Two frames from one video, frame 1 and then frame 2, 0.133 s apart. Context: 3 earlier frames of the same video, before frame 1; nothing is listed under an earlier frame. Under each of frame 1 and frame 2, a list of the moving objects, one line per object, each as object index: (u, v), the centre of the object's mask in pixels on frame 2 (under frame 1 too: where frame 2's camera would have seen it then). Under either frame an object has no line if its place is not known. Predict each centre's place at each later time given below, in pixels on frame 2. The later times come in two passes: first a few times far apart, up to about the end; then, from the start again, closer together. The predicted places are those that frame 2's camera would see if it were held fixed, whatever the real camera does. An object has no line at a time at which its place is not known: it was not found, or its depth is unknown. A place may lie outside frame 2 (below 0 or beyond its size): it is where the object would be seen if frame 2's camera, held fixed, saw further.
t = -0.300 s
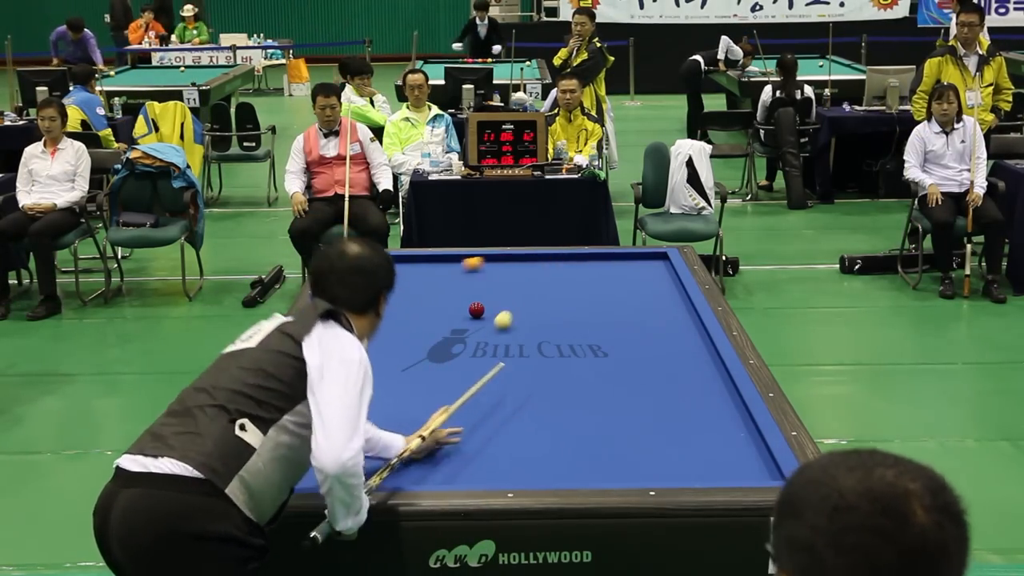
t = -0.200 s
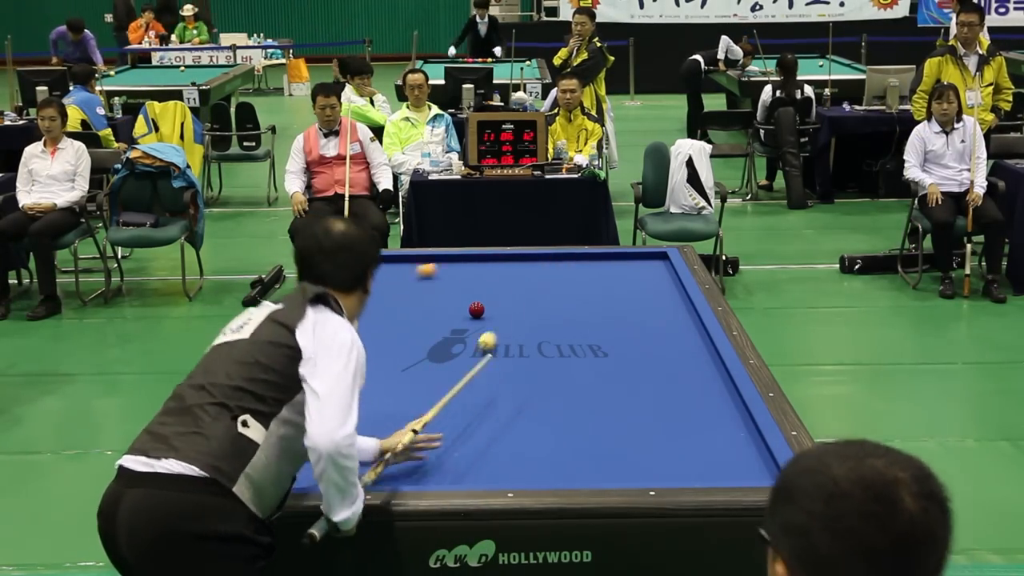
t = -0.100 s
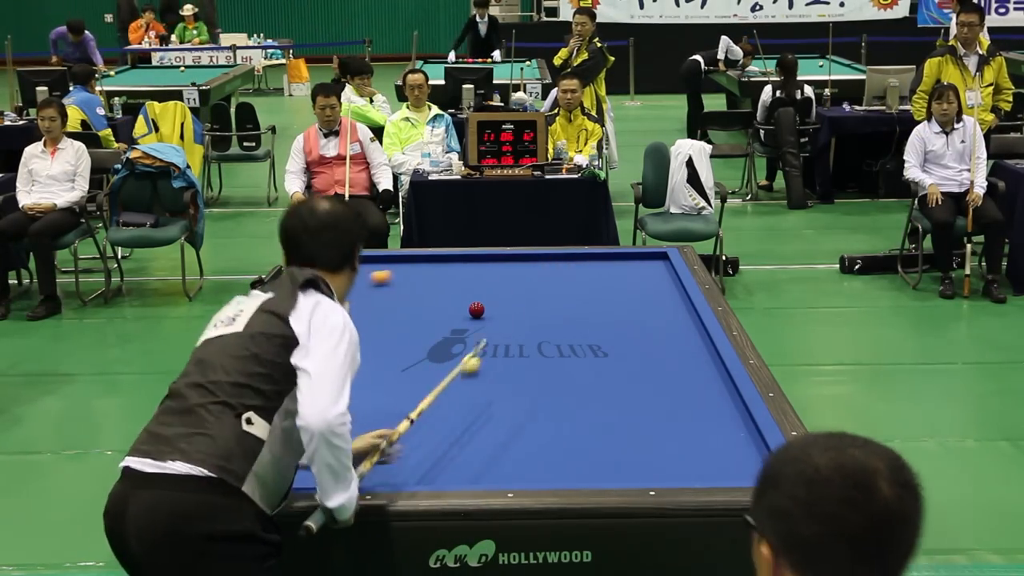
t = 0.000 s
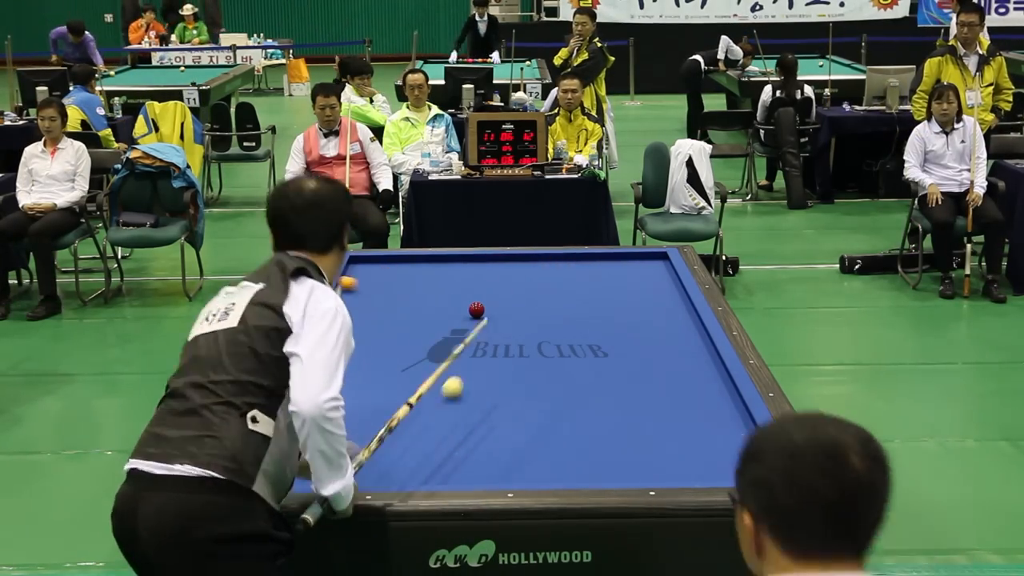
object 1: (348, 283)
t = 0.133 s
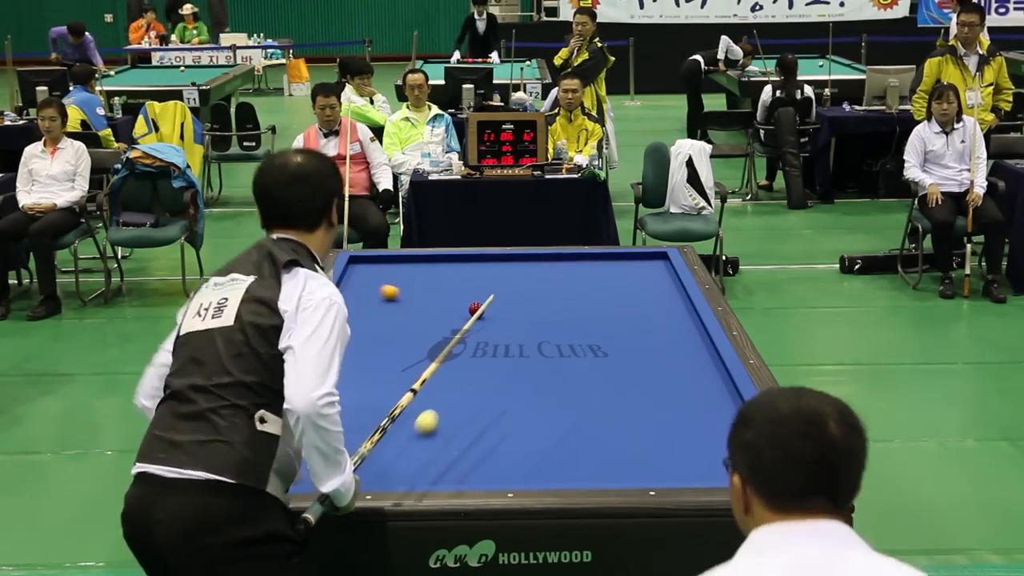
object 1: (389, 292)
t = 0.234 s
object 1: (417, 299)
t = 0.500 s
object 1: (479, 316)
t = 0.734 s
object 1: (533, 338)
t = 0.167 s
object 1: (399, 295)
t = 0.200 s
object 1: (408, 297)
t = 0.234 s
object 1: (417, 299)
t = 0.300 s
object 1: (434, 304)
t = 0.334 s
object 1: (442, 306)
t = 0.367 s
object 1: (450, 309)
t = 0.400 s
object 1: (458, 311)
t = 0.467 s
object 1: (472, 315)
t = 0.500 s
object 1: (479, 316)
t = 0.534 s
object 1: (483, 318)
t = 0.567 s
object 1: (497, 326)
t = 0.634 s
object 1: (509, 329)
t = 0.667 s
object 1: (517, 332)
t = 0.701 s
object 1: (525, 335)
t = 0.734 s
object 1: (533, 338)
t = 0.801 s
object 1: (548, 344)
